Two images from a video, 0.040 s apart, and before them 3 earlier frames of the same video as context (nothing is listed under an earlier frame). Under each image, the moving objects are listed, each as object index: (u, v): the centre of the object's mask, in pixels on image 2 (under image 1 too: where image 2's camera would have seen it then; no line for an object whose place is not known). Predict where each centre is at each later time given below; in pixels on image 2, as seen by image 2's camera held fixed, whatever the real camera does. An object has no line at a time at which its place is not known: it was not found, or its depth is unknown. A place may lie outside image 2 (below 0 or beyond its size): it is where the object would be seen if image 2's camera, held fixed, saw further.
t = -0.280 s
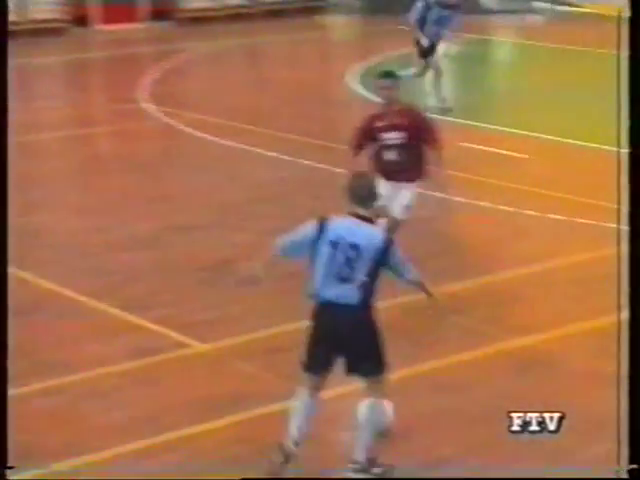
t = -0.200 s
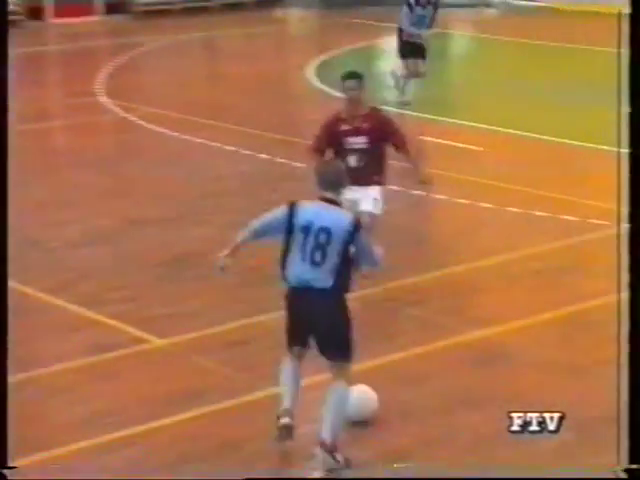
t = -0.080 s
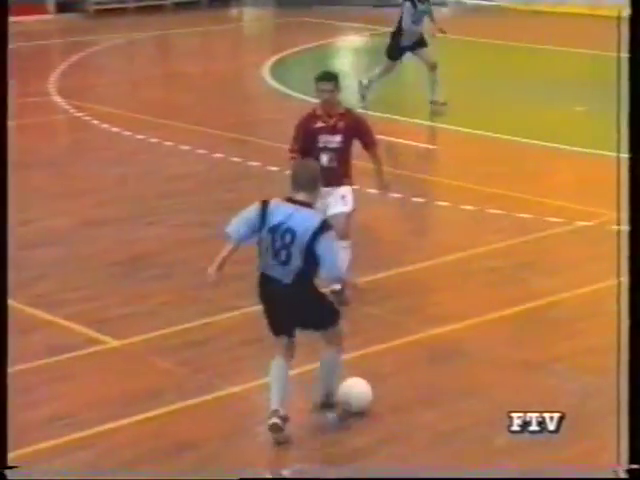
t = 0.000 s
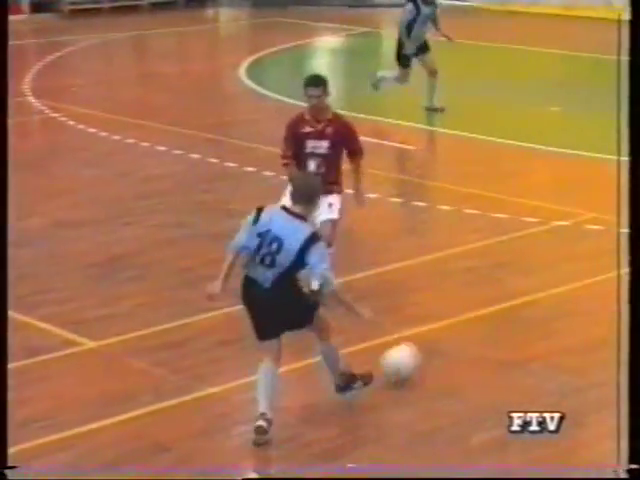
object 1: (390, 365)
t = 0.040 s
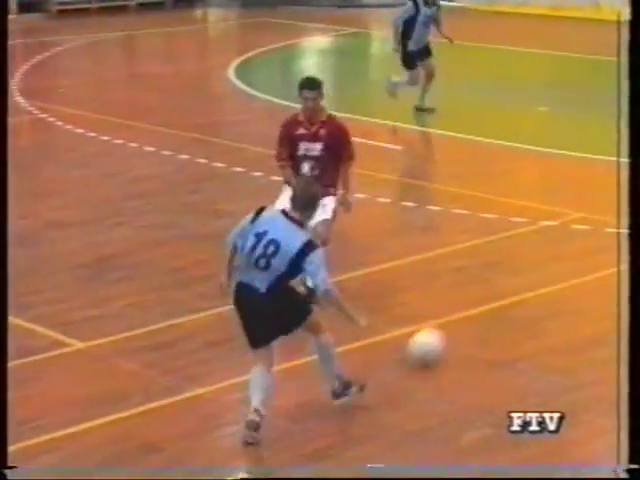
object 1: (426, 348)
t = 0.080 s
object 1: (460, 335)
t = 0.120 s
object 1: (490, 321)
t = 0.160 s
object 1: (518, 307)
